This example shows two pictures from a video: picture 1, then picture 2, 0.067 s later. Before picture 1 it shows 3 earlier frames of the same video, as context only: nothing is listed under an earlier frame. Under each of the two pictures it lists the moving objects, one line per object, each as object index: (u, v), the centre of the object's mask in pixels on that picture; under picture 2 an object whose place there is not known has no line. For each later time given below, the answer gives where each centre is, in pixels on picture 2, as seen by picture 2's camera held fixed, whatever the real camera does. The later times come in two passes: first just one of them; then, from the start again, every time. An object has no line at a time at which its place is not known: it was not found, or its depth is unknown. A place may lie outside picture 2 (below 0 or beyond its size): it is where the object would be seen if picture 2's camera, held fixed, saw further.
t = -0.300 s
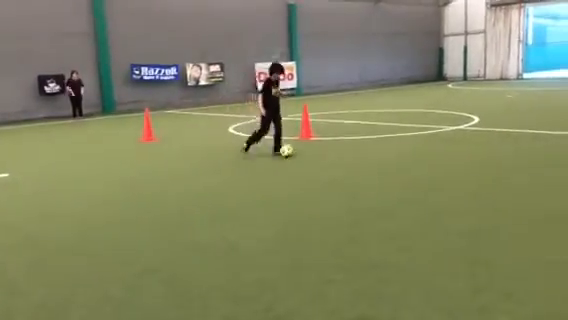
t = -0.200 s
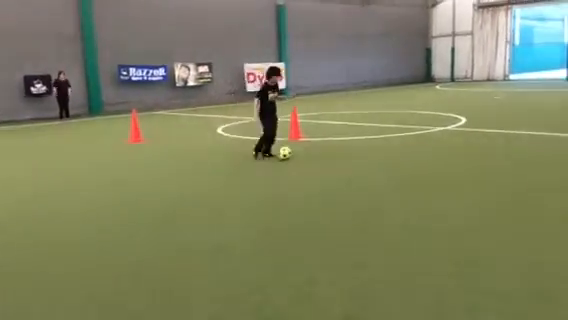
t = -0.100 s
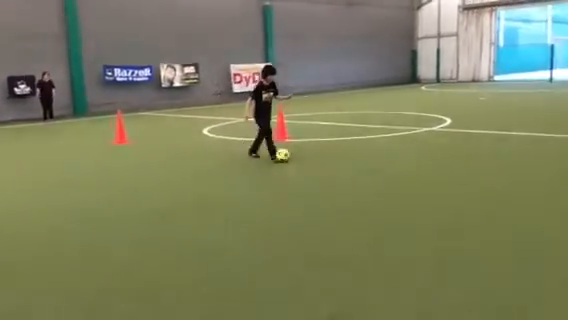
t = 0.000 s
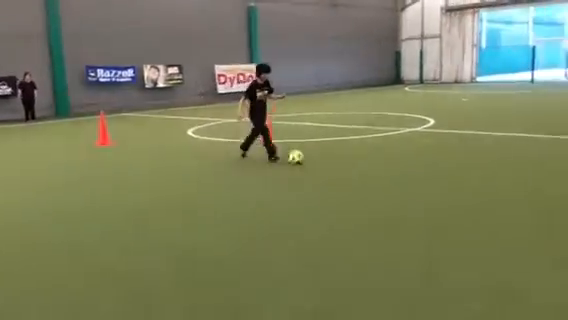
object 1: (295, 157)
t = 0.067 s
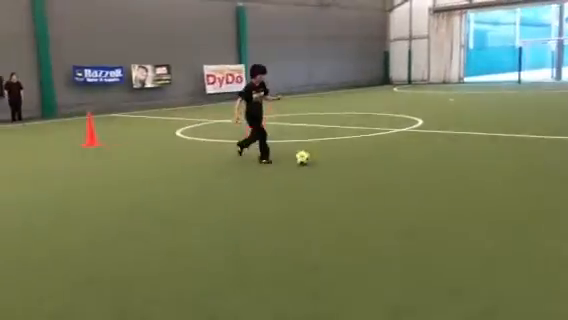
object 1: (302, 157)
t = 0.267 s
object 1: (346, 160)
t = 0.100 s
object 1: (310, 158)
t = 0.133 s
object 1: (317, 159)
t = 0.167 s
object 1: (324, 159)
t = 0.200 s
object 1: (332, 160)
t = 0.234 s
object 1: (339, 159)
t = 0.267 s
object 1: (346, 160)
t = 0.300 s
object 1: (353, 161)
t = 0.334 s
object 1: (360, 161)
